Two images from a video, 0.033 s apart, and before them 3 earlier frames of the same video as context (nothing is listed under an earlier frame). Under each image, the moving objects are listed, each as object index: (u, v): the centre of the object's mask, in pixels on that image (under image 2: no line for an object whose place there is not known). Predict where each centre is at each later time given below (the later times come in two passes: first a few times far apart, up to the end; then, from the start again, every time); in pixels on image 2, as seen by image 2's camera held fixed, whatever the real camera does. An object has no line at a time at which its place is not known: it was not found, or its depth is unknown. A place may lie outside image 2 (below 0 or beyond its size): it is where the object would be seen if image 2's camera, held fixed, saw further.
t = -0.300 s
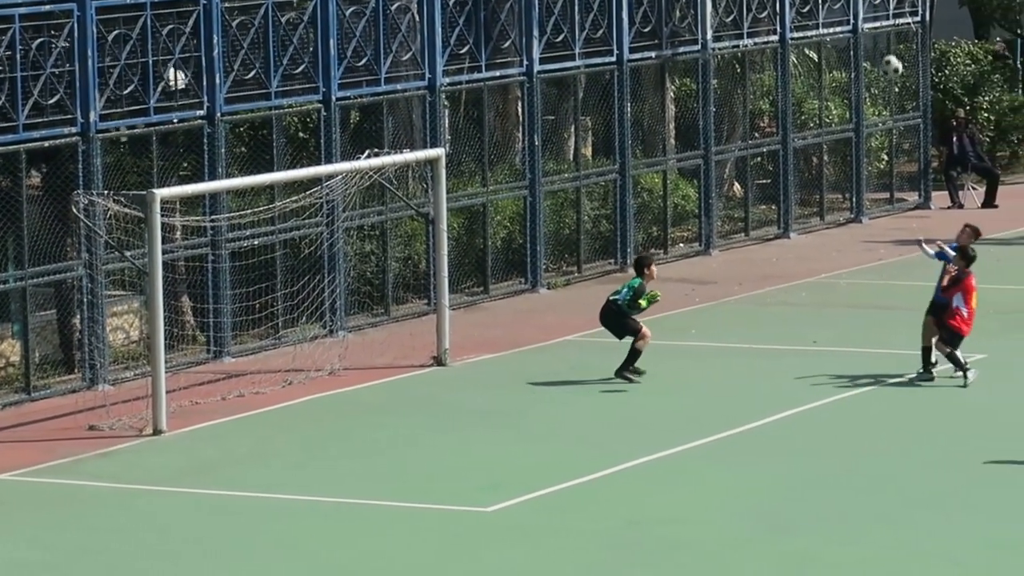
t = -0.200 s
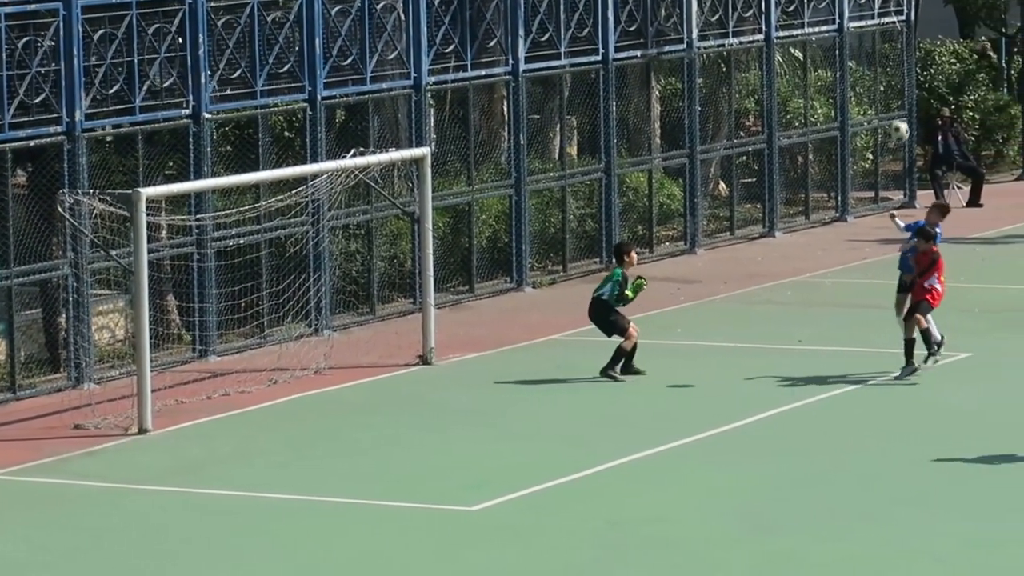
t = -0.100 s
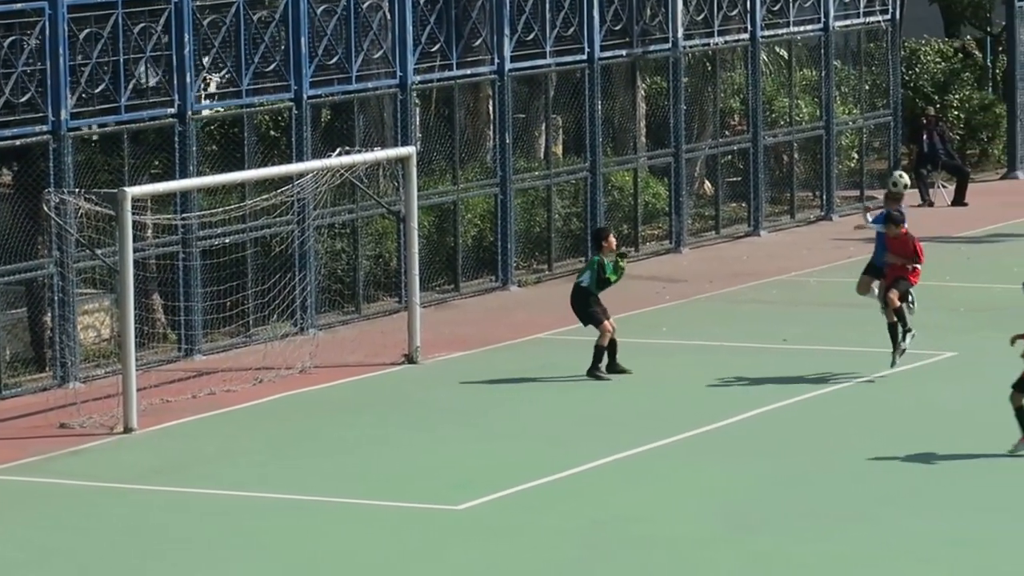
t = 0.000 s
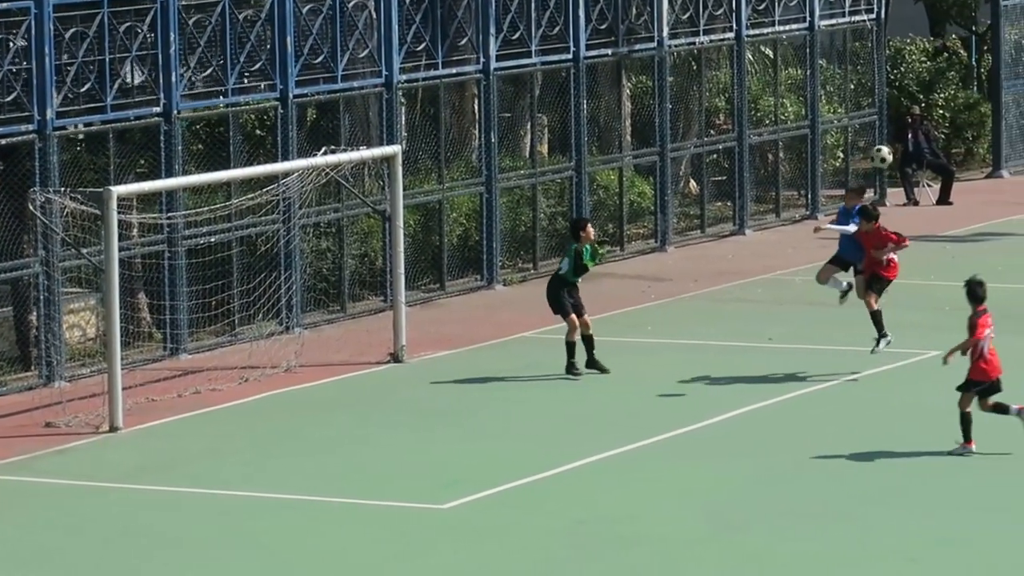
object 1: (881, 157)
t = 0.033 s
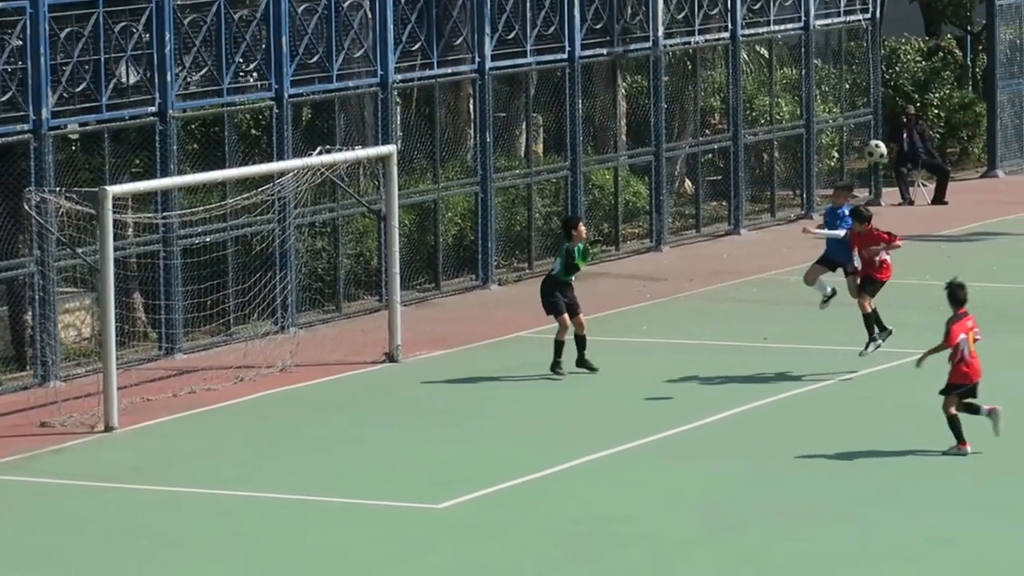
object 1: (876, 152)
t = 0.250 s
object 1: (871, 144)
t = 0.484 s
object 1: (867, 198)
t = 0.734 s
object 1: (864, 334)
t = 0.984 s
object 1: (873, 428)
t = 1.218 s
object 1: (902, 352)
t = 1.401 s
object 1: (926, 343)
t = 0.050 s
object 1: (875, 149)
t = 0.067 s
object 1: (874, 147)
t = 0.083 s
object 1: (874, 146)
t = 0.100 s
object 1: (874, 144)
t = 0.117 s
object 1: (875, 143)
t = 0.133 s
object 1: (873, 142)
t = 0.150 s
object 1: (872, 141)
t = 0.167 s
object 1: (872, 141)
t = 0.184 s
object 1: (872, 141)
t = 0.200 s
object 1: (872, 142)
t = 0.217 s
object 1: (872, 143)
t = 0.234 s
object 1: (871, 143)
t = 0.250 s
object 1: (871, 144)
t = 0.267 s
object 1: (870, 145)
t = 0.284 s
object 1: (870, 147)
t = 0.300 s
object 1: (870, 149)
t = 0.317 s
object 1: (870, 153)
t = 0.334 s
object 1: (869, 156)
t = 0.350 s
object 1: (869, 159)
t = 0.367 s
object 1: (869, 162)
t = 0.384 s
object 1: (868, 166)
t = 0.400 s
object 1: (868, 170)
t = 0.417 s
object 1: (868, 174)
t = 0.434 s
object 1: (867, 180)
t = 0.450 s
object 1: (867, 185)
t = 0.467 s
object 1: (867, 192)
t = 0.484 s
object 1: (867, 198)
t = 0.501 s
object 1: (866, 204)
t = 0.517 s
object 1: (866, 210)
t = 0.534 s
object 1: (866, 217)
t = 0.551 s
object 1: (865, 223)
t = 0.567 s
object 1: (866, 232)
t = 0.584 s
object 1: (866, 241)
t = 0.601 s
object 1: (865, 250)
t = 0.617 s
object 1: (865, 259)
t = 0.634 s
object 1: (865, 269)
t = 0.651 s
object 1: (865, 278)
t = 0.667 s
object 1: (864, 288)
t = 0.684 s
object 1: (864, 299)
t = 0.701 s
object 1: (864, 310)
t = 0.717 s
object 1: (864, 322)
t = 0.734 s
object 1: (864, 334)
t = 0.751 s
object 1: (863, 347)
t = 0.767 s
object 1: (862, 360)
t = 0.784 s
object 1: (863, 372)
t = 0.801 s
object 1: (863, 386)
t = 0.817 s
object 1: (863, 399)
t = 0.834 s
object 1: (863, 414)
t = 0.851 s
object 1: (862, 429)
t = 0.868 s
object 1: (863, 445)
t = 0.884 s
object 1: (862, 460)
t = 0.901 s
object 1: (863, 470)
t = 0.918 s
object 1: (865, 461)
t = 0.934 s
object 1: (867, 452)
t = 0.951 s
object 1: (869, 443)
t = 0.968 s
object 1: (871, 436)
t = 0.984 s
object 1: (873, 428)
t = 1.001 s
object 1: (875, 421)
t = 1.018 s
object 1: (877, 413)
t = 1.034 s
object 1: (879, 406)
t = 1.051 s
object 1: (881, 400)
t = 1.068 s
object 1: (883, 393)
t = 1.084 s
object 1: (885, 387)
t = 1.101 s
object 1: (887, 382)
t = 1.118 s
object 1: (889, 377)
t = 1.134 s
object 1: (891, 372)
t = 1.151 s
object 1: (893, 368)
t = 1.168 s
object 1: (895, 363)
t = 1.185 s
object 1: (897, 359)
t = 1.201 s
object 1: (899, 356)
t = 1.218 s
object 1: (902, 352)
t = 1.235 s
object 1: (904, 350)
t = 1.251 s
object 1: (906, 348)
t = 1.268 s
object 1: (908, 346)
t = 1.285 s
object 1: (911, 344)
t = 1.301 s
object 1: (912, 343)
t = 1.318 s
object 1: (915, 342)
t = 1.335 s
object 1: (917, 341)
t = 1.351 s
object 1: (919, 341)
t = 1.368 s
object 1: (921, 341)
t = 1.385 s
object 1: (924, 342)
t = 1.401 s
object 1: (926, 343)
